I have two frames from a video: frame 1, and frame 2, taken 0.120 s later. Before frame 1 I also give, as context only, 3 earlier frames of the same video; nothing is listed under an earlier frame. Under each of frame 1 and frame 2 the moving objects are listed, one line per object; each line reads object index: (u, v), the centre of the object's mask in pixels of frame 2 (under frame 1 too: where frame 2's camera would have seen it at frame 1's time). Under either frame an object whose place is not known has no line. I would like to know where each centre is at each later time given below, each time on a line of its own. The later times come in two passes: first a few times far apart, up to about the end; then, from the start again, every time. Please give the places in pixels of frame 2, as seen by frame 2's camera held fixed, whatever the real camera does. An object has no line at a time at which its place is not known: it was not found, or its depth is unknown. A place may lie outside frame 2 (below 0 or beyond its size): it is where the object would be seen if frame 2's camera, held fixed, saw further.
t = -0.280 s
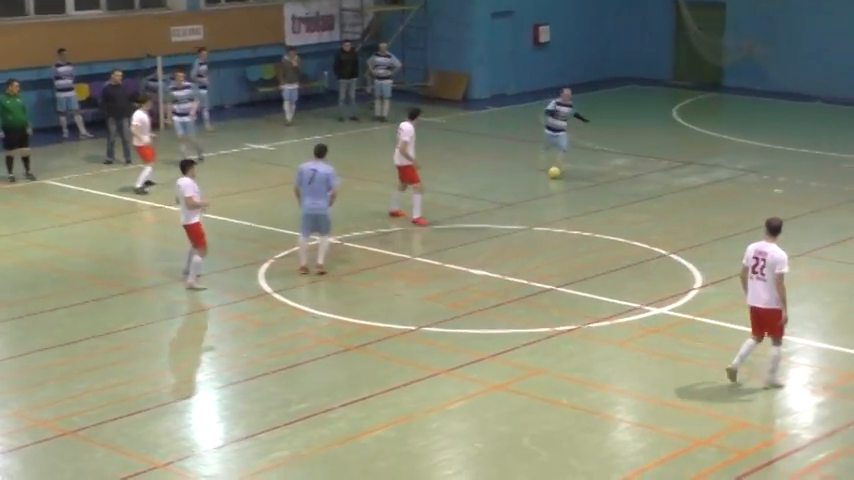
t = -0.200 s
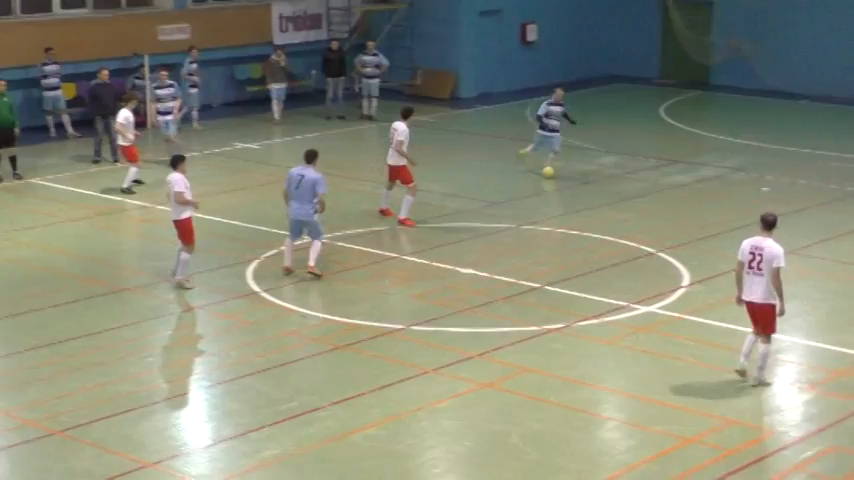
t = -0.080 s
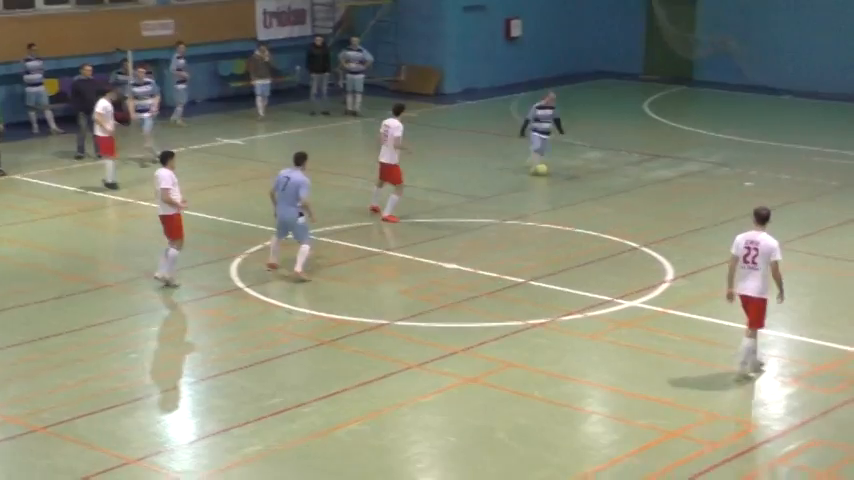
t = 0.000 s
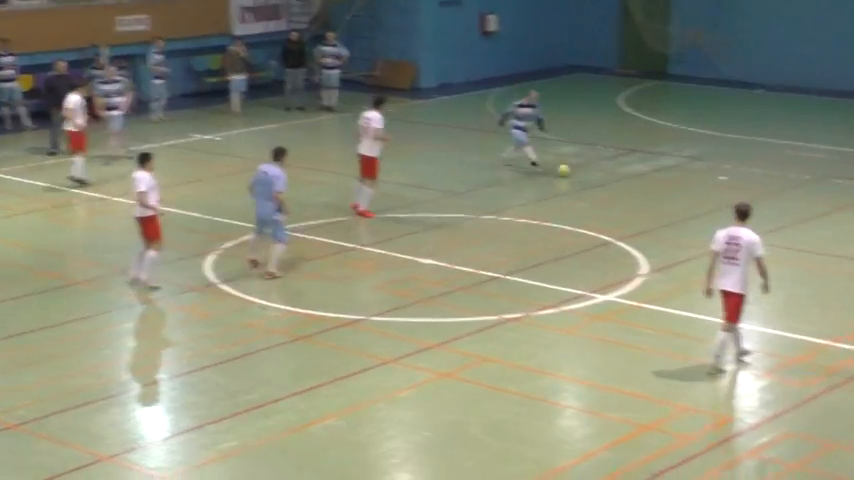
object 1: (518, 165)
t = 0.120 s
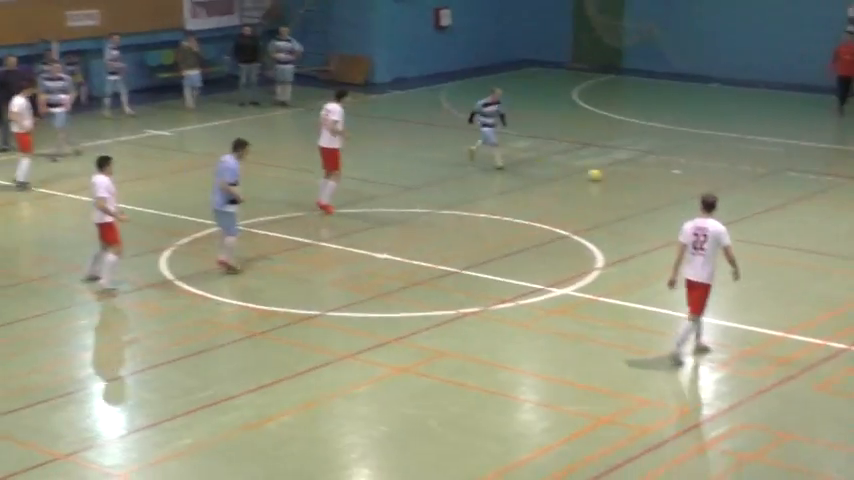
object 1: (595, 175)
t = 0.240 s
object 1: (667, 185)
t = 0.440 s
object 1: (788, 201)
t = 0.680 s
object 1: (927, 218)
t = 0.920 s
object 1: (1060, 234)
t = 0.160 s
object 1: (619, 178)
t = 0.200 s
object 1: (643, 182)
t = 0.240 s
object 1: (667, 185)
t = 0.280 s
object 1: (692, 188)
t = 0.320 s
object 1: (715, 191)
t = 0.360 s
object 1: (742, 191)
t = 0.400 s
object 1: (765, 198)
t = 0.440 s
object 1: (788, 201)
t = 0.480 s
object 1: (812, 204)
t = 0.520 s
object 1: (836, 207)
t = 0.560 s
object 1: (859, 210)
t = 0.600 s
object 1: (882, 212)
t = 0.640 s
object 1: (904, 215)
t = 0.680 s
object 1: (927, 218)
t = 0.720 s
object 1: (950, 221)
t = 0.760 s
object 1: (971, 224)
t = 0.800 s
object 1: (993, 227)
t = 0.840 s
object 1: (1015, 229)
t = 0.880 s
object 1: (1037, 232)
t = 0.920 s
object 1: (1060, 234)
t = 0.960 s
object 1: (1083, 237)
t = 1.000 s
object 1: (1105, 240)
